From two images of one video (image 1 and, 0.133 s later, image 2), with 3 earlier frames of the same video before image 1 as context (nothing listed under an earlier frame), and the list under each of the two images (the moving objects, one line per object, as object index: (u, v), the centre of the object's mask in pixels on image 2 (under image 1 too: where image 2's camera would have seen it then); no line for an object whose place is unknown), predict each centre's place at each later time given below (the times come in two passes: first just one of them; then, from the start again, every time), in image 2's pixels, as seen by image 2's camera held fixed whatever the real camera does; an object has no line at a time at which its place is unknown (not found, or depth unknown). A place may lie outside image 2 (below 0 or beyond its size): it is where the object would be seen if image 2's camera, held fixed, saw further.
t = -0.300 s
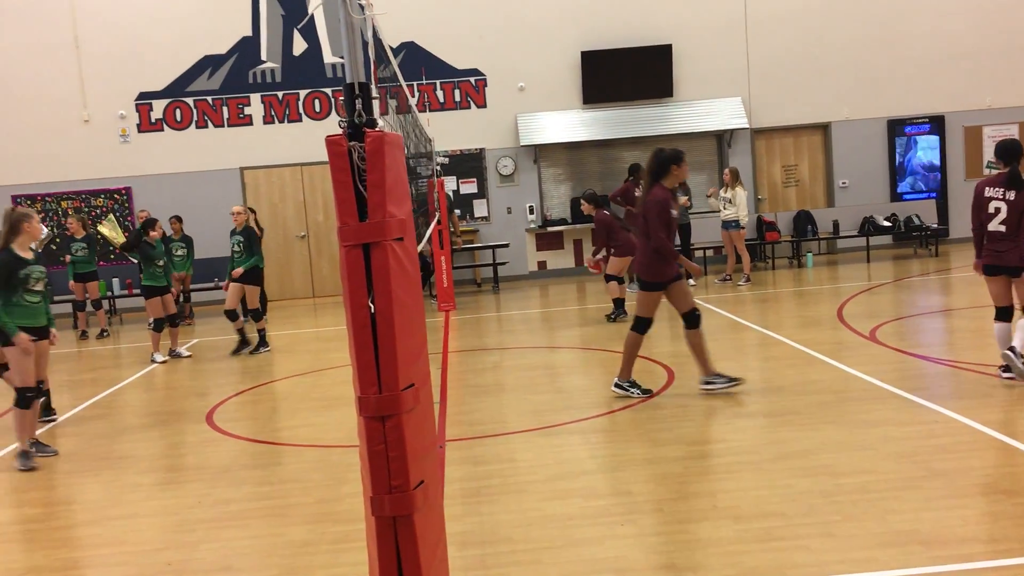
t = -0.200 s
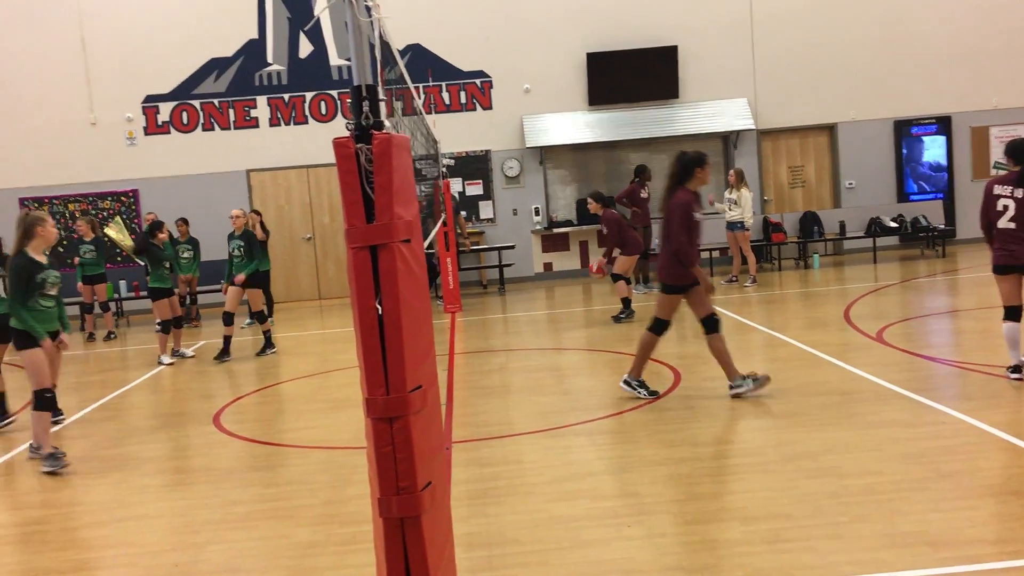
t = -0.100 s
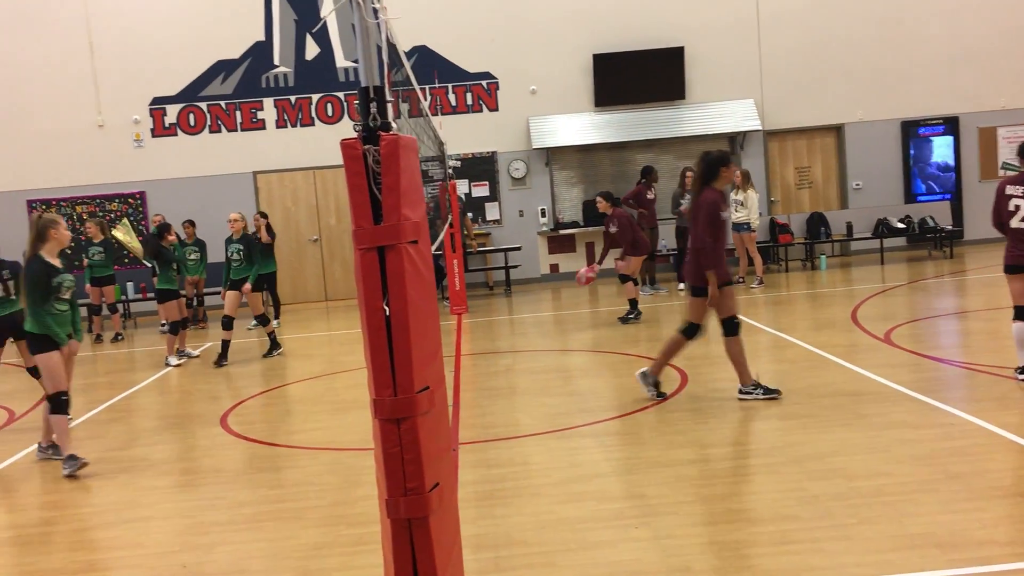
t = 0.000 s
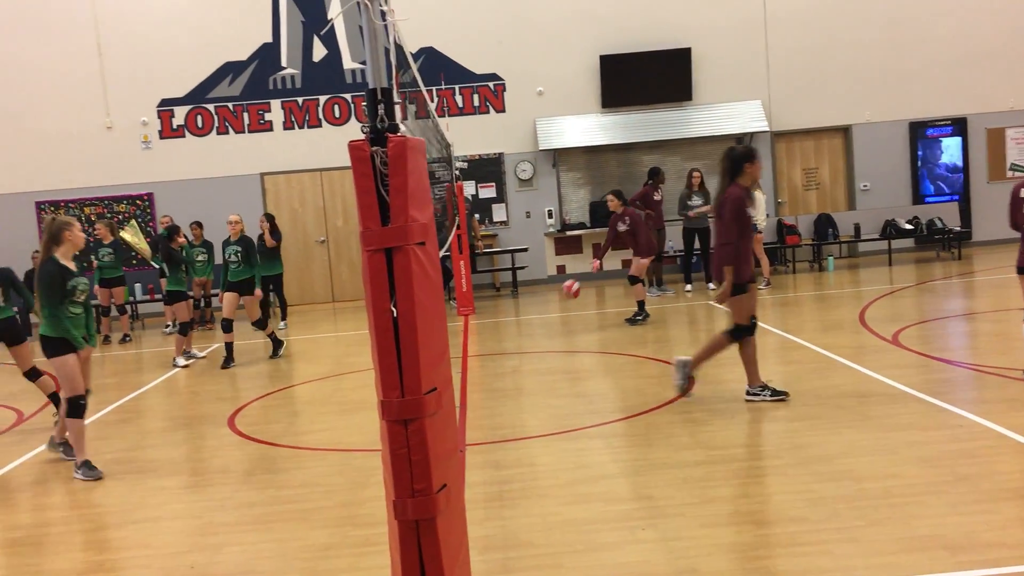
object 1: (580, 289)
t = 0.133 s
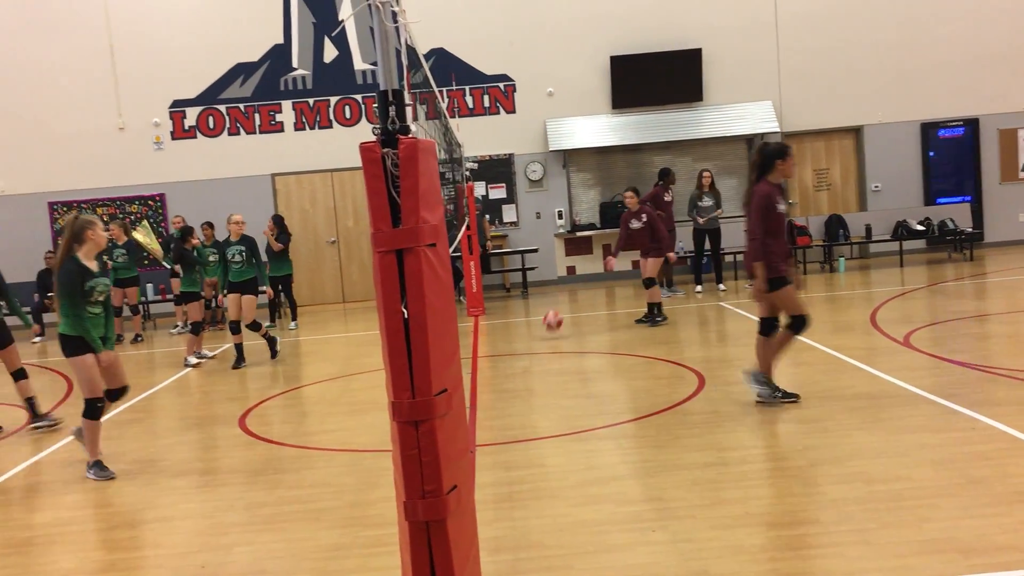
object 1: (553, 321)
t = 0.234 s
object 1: (533, 321)
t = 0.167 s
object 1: (546, 331)
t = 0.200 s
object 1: (540, 326)
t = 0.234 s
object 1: (533, 321)
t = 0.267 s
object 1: (527, 317)
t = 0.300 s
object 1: (522, 313)
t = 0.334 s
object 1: (517, 310)
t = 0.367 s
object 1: (510, 310)
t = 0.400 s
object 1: (506, 309)
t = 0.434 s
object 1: (501, 309)
